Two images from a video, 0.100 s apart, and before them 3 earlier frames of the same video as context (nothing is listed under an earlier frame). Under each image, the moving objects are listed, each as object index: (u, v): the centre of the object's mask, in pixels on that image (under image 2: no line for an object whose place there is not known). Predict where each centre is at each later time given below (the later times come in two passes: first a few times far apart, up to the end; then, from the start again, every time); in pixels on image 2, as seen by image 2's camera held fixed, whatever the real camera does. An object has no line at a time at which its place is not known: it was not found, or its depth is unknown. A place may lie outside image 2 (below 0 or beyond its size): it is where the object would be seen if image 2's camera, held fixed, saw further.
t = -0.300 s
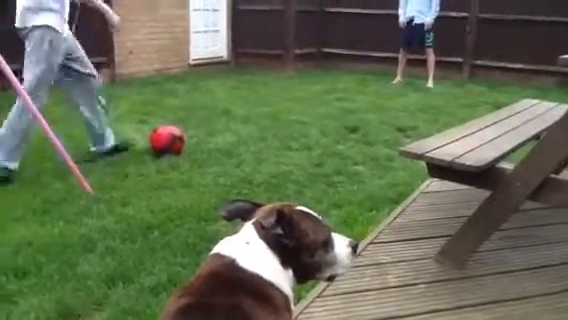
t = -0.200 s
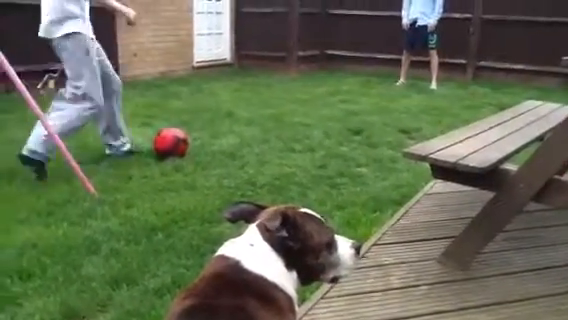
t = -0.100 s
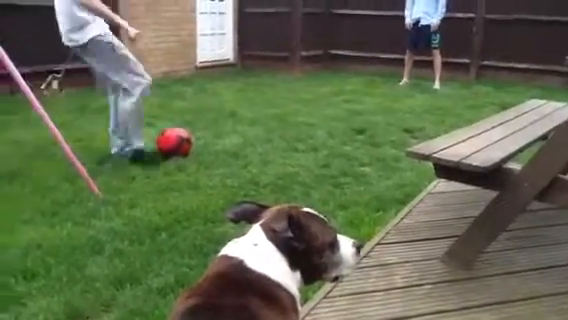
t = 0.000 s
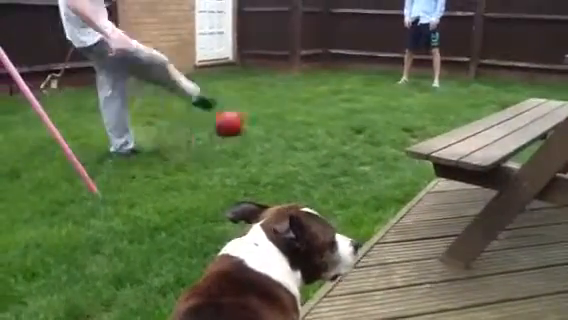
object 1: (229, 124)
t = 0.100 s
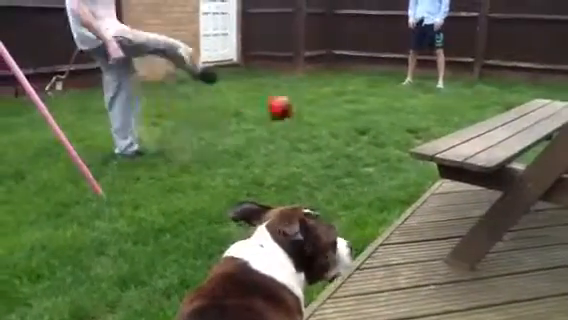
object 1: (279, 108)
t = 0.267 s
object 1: (329, 94)
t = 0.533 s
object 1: (370, 81)
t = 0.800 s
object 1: (394, 70)
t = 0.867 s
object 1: (401, 68)
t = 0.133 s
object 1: (292, 104)
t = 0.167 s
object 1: (303, 101)
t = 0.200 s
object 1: (311, 99)
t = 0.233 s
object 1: (322, 97)
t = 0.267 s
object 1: (329, 94)
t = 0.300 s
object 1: (336, 93)
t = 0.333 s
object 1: (342, 90)
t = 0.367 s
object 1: (347, 88)
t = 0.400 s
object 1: (353, 85)
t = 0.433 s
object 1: (359, 83)
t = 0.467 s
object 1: (362, 83)
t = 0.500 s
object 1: (367, 81)
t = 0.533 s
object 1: (370, 81)
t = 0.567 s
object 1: (374, 80)
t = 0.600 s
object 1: (376, 77)
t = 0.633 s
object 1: (379, 76)
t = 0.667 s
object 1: (381, 75)
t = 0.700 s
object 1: (386, 74)
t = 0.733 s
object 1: (387, 73)
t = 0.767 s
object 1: (393, 71)
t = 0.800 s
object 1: (394, 70)
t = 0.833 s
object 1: (396, 69)
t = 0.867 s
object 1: (401, 68)
